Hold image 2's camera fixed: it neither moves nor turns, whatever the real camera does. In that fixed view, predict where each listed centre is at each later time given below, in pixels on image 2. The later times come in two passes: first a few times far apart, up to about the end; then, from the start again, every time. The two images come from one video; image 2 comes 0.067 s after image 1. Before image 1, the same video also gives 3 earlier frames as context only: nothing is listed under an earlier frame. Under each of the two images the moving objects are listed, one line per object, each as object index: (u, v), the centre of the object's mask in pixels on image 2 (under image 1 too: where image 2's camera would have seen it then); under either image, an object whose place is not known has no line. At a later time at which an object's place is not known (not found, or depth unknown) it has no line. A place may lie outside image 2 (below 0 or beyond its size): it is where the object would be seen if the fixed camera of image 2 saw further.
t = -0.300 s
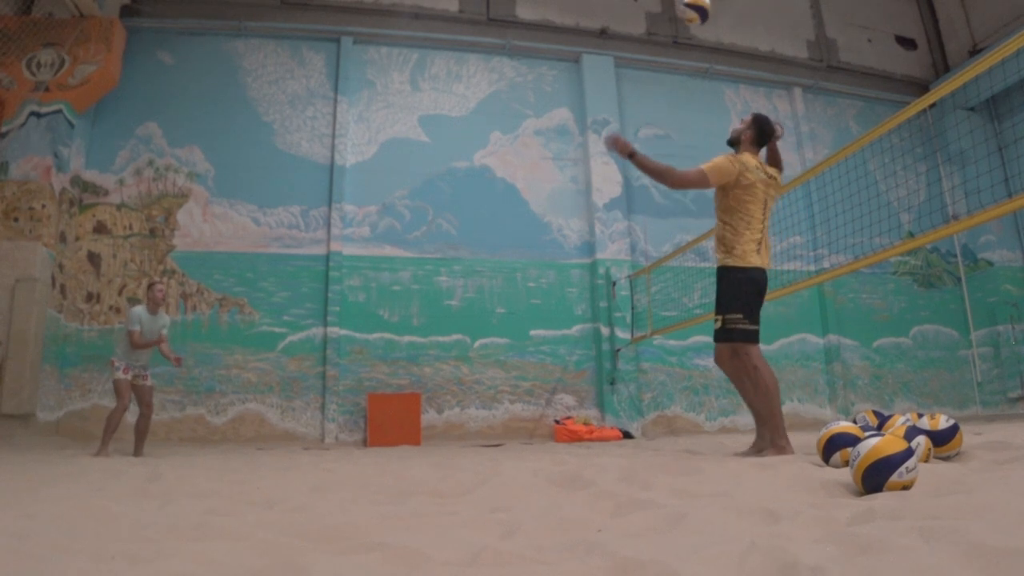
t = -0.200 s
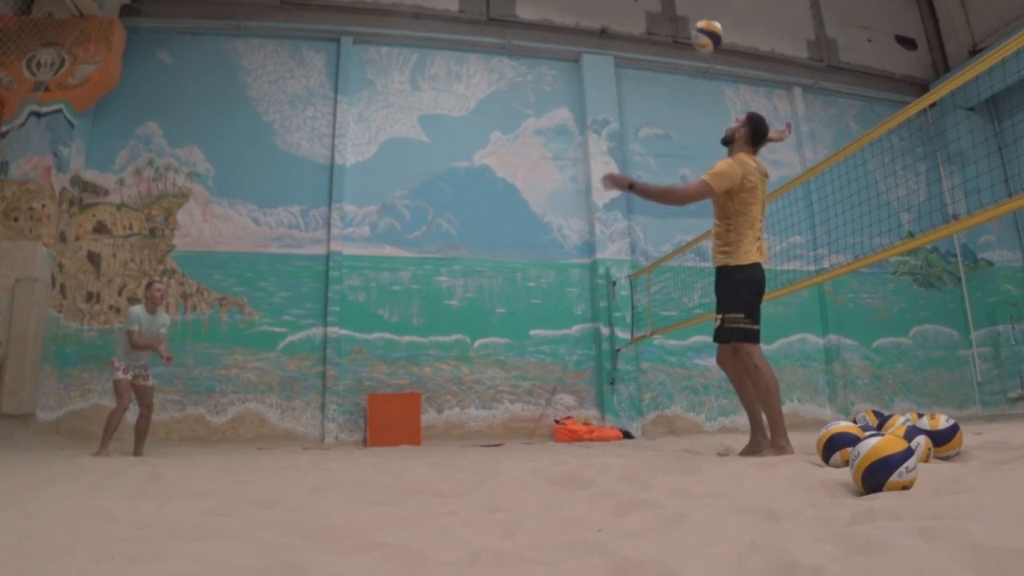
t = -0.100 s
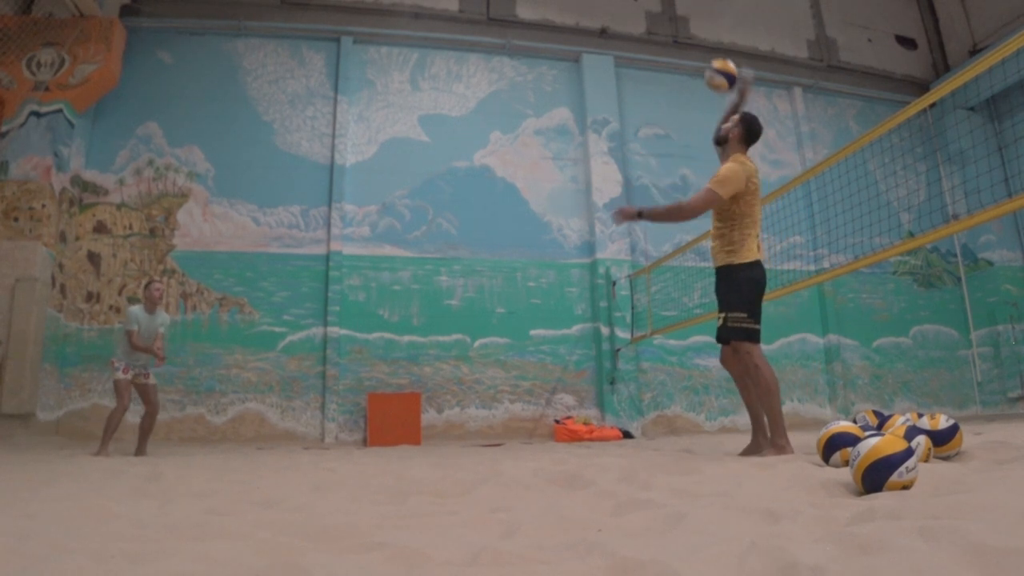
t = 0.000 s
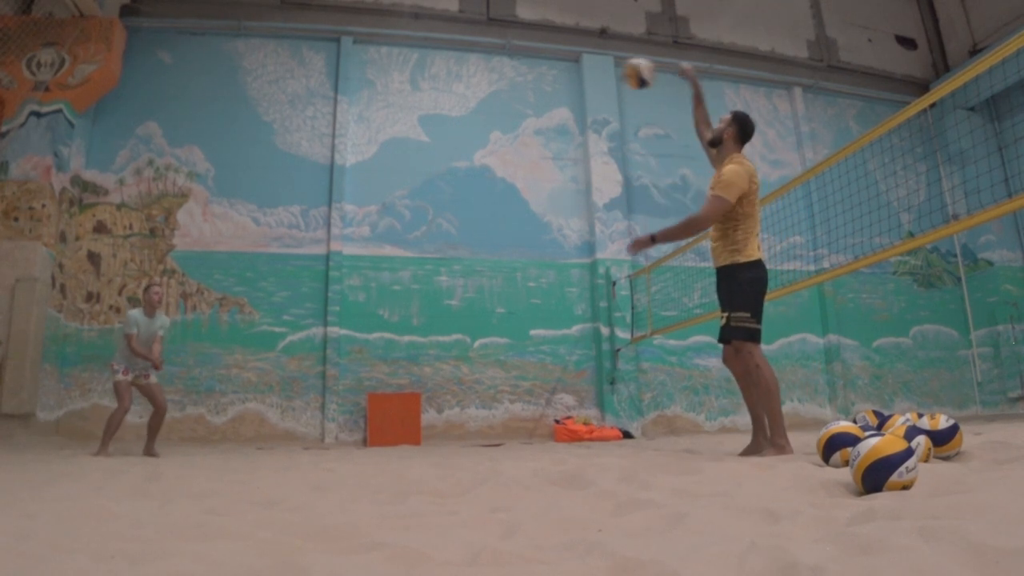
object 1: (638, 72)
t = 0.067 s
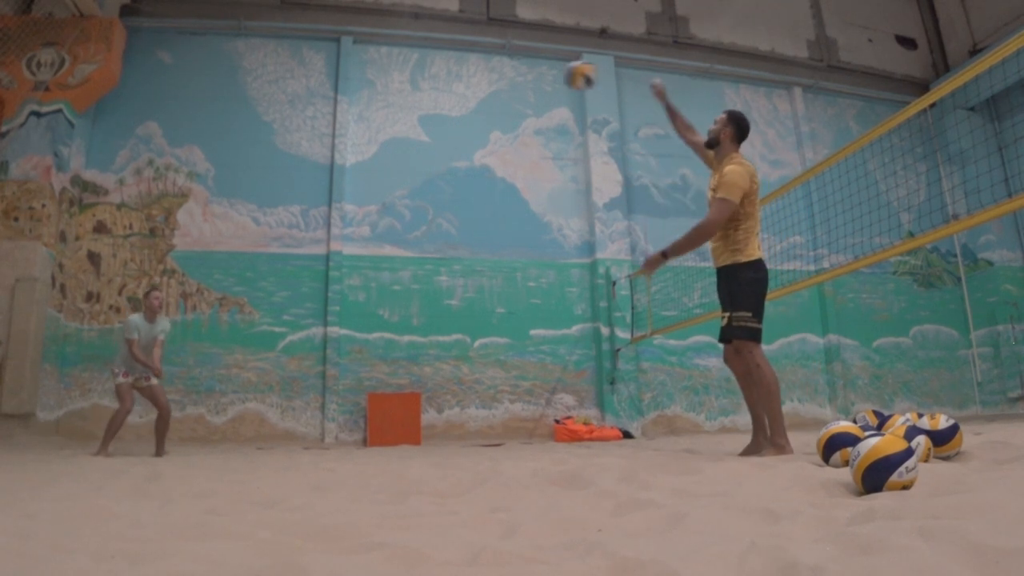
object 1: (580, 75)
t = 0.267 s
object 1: (435, 114)
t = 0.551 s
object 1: (278, 231)
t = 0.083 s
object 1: (568, 77)
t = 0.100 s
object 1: (553, 79)
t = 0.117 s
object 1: (540, 81)
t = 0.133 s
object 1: (527, 84)
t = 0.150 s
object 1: (515, 86)
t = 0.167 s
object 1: (502, 89)
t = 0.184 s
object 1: (490, 94)
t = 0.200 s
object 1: (479, 97)
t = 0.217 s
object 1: (468, 100)
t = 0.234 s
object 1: (457, 104)
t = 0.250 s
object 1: (446, 109)
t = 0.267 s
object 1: (435, 114)
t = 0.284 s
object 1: (424, 119)
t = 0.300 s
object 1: (414, 124)
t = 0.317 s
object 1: (404, 130)
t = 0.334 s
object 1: (394, 136)
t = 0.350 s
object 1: (383, 142)
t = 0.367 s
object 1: (374, 148)
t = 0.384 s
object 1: (365, 154)
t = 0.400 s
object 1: (356, 161)
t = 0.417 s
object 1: (347, 168)
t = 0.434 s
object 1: (338, 174)
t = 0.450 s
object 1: (329, 181)
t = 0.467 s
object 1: (321, 188)
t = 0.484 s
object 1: (312, 196)
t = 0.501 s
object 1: (304, 205)
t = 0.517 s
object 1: (296, 213)
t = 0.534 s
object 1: (288, 219)
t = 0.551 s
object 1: (278, 231)
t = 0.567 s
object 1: (271, 238)
